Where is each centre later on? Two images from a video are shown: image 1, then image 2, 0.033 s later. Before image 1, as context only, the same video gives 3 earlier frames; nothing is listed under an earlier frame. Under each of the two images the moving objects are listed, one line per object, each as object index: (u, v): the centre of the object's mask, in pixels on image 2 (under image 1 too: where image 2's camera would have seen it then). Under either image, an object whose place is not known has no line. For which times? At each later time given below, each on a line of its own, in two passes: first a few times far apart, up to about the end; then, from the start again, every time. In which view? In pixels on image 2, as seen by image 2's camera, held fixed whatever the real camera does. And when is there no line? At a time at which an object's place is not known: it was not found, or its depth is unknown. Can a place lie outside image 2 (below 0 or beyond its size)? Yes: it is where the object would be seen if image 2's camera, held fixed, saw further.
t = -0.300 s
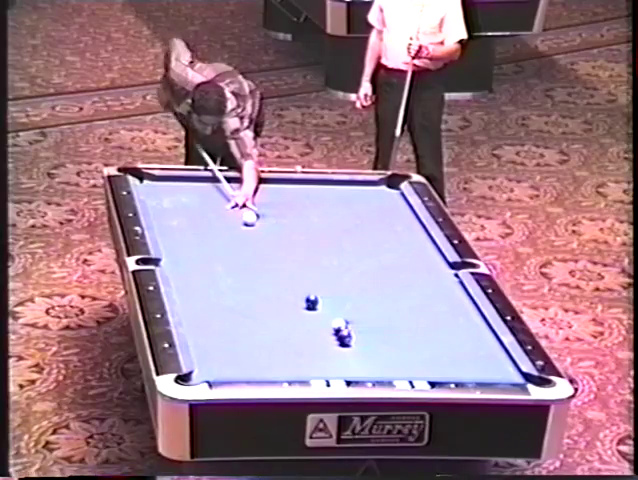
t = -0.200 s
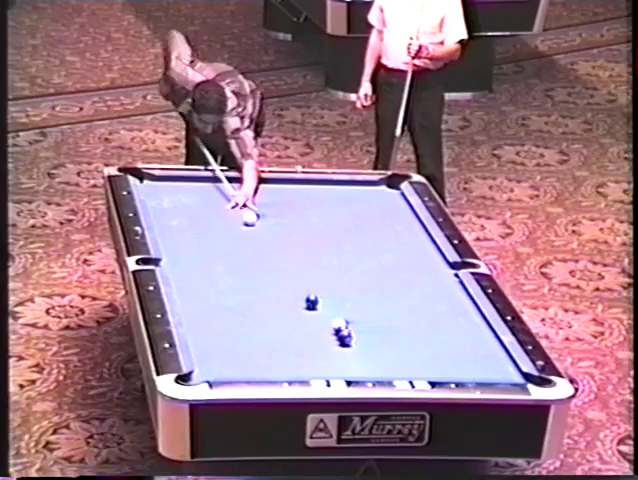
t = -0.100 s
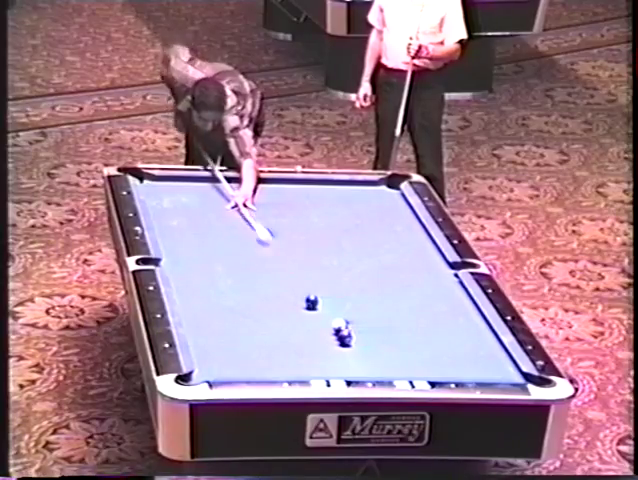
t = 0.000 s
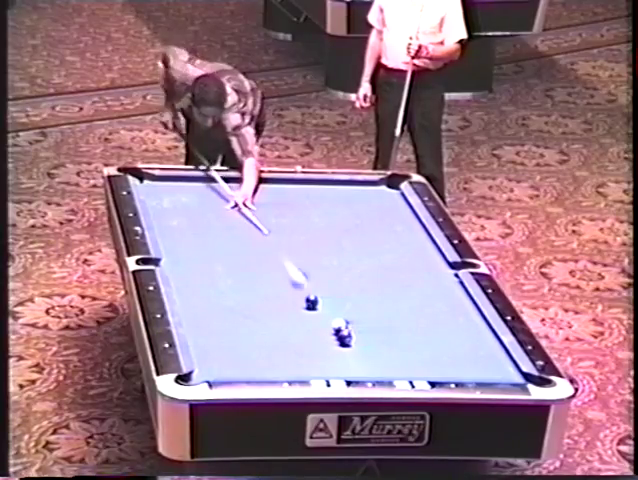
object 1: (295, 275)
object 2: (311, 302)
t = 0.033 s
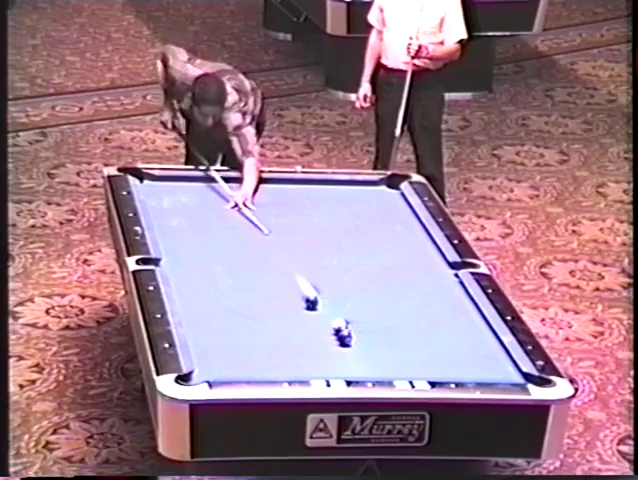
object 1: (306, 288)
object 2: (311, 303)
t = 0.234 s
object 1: (369, 299)
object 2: (306, 370)
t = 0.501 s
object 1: (429, 296)
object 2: (255, 301)
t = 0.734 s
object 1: (452, 288)
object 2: (219, 255)
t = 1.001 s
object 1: (418, 274)
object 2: (183, 209)
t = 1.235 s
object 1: (391, 263)
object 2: (159, 182)
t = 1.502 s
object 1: (363, 252)
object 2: (168, 208)
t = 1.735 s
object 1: (339, 242)
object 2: (174, 228)
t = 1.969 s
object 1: (317, 233)
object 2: (180, 247)
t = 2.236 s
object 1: (292, 223)
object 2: (186, 270)
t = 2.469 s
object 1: (272, 215)
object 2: (193, 291)
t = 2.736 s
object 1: (250, 206)
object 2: (200, 316)
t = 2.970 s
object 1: (232, 199)
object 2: (206, 339)
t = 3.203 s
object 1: (215, 191)
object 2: (213, 362)
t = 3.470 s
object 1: (196, 184)
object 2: (202, 375)
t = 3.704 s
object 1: (181, 179)
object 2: (212, 375)
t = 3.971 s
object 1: (165, 181)
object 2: (215, 374)
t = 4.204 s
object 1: (150, 183)
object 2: (214, 372)
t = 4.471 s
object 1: (151, 186)
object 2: (213, 371)
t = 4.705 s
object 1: (159, 190)
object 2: (212, 370)
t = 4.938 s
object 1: (168, 192)
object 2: (212, 369)
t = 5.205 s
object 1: (176, 195)
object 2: (212, 368)
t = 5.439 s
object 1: (182, 197)
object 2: (212, 367)
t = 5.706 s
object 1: (187, 199)
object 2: (213, 367)
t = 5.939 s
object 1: (191, 200)
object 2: (213, 368)
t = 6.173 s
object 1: (195, 201)
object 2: (213, 368)
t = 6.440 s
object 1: (198, 203)
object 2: (213, 368)
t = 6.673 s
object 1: (200, 203)
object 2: (213, 368)
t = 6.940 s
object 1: (201, 204)
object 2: (213, 368)
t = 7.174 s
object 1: (201, 204)
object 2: (213, 368)
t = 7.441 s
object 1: (201, 204)
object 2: (213, 367)
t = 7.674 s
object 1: (201, 204)
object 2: (213, 367)
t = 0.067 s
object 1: (316, 297)
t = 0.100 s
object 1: (329, 298)
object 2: (311, 325)
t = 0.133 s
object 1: (340, 298)
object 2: (311, 340)
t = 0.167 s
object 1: (350, 299)
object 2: (311, 355)
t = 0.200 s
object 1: (360, 299)
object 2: (311, 369)
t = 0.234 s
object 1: (369, 299)
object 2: (306, 370)
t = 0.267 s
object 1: (378, 299)
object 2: (298, 362)
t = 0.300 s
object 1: (386, 299)
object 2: (292, 352)
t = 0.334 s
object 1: (395, 299)
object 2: (285, 343)
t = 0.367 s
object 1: (403, 299)
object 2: (279, 334)
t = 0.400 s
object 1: (410, 298)
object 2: (272, 325)
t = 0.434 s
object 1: (417, 298)
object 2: (266, 317)
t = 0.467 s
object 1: (423, 297)
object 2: (261, 309)
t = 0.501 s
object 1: (429, 296)
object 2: (255, 301)
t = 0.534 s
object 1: (436, 295)
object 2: (250, 294)
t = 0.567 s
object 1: (442, 294)
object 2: (244, 287)
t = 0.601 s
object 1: (448, 294)
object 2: (239, 281)
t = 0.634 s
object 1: (454, 292)
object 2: (234, 274)
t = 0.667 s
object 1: (460, 291)
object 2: (229, 268)
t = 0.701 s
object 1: (458, 290)
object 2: (224, 261)
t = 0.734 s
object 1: (452, 288)
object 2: (219, 255)
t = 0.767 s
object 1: (447, 286)
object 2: (214, 249)
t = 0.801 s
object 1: (442, 284)
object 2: (209, 243)
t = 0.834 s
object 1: (438, 282)
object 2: (205, 237)
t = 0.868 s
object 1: (434, 281)
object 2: (200, 231)
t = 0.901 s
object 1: (429, 279)
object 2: (196, 225)
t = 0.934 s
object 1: (426, 278)
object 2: (192, 220)
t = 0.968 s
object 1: (422, 276)
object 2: (187, 214)
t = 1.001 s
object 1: (418, 274)
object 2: (183, 209)
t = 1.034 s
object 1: (414, 273)
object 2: (179, 203)
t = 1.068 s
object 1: (410, 271)
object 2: (174, 198)
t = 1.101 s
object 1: (406, 269)
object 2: (170, 193)
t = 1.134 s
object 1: (402, 268)
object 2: (166, 188)
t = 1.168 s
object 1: (398, 266)
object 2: (161, 182)
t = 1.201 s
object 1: (395, 265)
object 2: (158, 178)
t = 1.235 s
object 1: (391, 263)
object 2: (159, 182)
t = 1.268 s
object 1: (388, 262)
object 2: (161, 185)
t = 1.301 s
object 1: (384, 261)
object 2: (162, 189)
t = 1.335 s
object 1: (380, 259)
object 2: (163, 193)
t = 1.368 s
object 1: (377, 257)
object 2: (165, 197)
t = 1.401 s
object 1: (373, 256)
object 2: (166, 199)
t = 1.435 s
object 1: (370, 255)
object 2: (167, 202)
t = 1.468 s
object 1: (366, 253)
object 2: (167, 205)
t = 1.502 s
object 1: (363, 252)
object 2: (168, 208)
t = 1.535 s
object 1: (359, 250)
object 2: (169, 211)
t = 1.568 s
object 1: (356, 248)
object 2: (170, 213)
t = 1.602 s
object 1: (352, 247)
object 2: (171, 216)
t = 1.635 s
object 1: (349, 246)
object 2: (171, 219)
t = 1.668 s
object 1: (346, 244)
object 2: (172, 222)
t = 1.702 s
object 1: (342, 243)
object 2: (173, 224)
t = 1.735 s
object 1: (339, 242)
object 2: (174, 228)
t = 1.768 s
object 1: (336, 241)
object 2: (175, 230)
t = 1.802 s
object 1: (332, 239)
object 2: (176, 233)
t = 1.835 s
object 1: (329, 238)
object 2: (176, 236)
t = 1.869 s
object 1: (326, 236)
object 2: (177, 239)
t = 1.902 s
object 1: (323, 235)
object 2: (178, 241)
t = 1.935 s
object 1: (319, 234)
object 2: (179, 244)
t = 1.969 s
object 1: (317, 233)
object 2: (180, 247)
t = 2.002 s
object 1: (314, 231)
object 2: (181, 250)
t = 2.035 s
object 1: (311, 230)
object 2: (181, 253)
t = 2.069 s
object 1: (307, 229)
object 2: (182, 256)
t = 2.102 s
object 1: (304, 227)
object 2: (183, 258)
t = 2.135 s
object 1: (301, 226)
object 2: (183, 261)
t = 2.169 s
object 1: (298, 225)
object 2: (185, 264)
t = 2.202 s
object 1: (295, 224)
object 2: (186, 267)
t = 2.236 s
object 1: (292, 223)
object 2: (186, 270)
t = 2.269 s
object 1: (289, 222)
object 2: (187, 274)
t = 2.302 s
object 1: (287, 220)
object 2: (188, 276)
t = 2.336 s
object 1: (283, 219)
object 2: (189, 279)
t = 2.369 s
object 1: (280, 218)
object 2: (190, 282)
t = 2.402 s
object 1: (278, 217)
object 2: (191, 286)
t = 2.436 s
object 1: (275, 216)
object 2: (192, 288)
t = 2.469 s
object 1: (272, 215)
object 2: (193, 291)
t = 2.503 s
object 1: (269, 214)
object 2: (194, 295)
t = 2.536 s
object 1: (267, 212)
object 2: (195, 297)
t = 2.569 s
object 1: (263, 211)
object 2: (196, 301)
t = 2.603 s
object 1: (261, 210)
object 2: (196, 304)
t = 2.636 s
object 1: (258, 209)
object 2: (197, 307)
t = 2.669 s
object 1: (256, 208)
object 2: (198, 310)
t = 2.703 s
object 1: (252, 207)
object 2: (199, 313)
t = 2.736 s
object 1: (250, 206)
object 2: (200, 316)
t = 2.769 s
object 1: (247, 205)
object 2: (201, 320)
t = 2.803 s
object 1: (245, 204)
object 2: (202, 323)
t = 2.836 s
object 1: (243, 203)
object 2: (202, 326)
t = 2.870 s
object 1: (240, 202)
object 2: (204, 329)
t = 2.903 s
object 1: (237, 201)
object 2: (205, 333)
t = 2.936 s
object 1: (234, 200)
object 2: (206, 336)
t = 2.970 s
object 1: (232, 199)
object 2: (206, 339)
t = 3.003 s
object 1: (229, 198)
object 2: (208, 342)
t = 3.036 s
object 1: (227, 197)
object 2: (208, 345)
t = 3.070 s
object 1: (225, 195)
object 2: (210, 349)
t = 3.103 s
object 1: (222, 195)
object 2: (210, 352)
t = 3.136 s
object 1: (219, 194)
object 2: (212, 355)
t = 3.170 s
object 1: (217, 192)
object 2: (212, 359)
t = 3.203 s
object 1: (215, 191)
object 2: (213, 362)
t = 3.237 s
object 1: (213, 191)
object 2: (214, 366)
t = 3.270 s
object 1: (210, 190)
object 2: (215, 369)
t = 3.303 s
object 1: (208, 189)
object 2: (216, 371)
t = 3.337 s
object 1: (206, 188)
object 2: (217, 373)
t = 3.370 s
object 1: (204, 187)
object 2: (217, 374)
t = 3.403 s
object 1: (201, 186)
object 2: (211, 375)
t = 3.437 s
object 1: (199, 185)
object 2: (207, 375)
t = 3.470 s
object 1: (196, 184)
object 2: (202, 375)
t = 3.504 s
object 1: (194, 184)
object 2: (199, 375)
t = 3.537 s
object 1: (192, 183)
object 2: (202, 375)
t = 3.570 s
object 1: (190, 182)
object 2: (204, 375)
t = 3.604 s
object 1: (188, 181)
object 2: (207, 375)
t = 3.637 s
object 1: (185, 180)
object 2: (209, 375)
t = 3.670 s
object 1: (183, 179)
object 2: (210, 375)
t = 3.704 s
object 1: (181, 179)
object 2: (212, 375)
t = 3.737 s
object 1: (179, 178)
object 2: (214, 375)
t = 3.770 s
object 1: (177, 178)
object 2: (215, 375)
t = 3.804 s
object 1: (175, 179)
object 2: (216, 375)
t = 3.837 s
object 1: (173, 179)
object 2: (216, 375)
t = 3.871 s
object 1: (171, 180)
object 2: (216, 374)
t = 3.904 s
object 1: (169, 180)
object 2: (216, 374)
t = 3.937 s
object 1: (166, 181)
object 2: (216, 374)
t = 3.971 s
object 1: (165, 181)
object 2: (215, 374)
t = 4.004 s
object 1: (162, 182)
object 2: (215, 373)
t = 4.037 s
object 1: (160, 182)
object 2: (215, 373)
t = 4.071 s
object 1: (158, 182)
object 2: (215, 373)
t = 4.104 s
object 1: (156, 183)
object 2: (215, 373)
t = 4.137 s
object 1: (154, 183)
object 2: (214, 373)
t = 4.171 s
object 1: (152, 183)
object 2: (214, 373)
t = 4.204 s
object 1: (150, 183)
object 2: (214, 372)
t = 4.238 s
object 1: (149, 184)
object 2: (214, 372)
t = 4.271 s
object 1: (147, 184)
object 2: (214, 372)
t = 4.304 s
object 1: (146, 185)
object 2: (213, 372)
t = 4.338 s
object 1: (147, 185)
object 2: (213, 372)
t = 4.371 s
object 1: (148, 185)
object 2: (213, 372)
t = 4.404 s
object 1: (149, 186)
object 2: (213, 371)
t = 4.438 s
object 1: (150, 186)
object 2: (213, 371)
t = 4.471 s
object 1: (151, 186)
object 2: (213, 371)
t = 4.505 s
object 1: (152, 187)
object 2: (212, 371)
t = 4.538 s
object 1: (153, 187)
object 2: (212, 371)
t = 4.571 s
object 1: (154, 188)
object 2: (212, 371)
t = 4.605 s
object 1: (156, 189)
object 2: (212, 371)
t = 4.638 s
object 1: (157, 189)
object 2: (213, 370)
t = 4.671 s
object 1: (158, 189)
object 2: (212, 370)
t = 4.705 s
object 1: (159, 190)
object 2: (212, 370)
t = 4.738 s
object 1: (161, 190)
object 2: (212, 370)
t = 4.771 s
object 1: (162, 190)
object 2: (213, 370)
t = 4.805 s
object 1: (163, 190)
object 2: (213, 369)
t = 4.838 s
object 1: (164, 191)
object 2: (213, 369)
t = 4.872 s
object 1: (165, 192)
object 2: (212, 369)
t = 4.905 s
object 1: (166, 192)
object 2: (212, 369)
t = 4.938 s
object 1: (168, 192)
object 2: (212, 369)
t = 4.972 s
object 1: (169, 192)
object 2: (213, 368)
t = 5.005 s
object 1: (170, 193)
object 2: (212, 368)
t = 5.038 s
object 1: (171, 193)
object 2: (212, 368)
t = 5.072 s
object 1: (172, 193)
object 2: (212, 368)
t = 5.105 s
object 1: (173, 193)
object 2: (212, 368)
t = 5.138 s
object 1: (174, 194)
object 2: (212, 367)
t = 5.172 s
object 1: (175, 195)
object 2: (212, 367)
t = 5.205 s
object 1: (176, 195)
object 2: (212, 368)
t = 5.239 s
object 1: (177, 195)
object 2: (212, 367)
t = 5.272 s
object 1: (178, 196)
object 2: (212, 367)
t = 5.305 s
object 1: (179, 196)
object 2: (213, 367)
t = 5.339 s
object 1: (179, 196)
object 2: (212, 367)
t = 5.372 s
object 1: (180, 196)
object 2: (212, 367)
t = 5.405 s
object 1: (181, 197)
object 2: (212, 367)
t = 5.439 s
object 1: (182, 197)
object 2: (212, 367)
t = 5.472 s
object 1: (183, 197)
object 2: (212, 367)
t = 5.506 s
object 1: (183, 197)
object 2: (212, 367)
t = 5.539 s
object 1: (183, 198)
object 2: (212, 367)
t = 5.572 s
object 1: (184, 198)
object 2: (212, 367)
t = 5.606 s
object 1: (185, 198)
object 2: (213, 368)
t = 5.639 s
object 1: (186, 198)
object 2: (212, 368)
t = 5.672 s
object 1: (187, 199)
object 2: (213, 368)
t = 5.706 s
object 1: (187, 199)
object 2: (213, 367)
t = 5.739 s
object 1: (188, 199)
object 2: (213, 368)
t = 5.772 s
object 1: (189, 199)
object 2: (213, 368)
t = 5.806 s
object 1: (189, 199)
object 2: (213, 368)
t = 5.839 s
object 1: (190, 200)
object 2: (213, 367)
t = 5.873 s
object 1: (190, 200)
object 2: (213, 367)
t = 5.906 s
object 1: (191, 200)
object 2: (213, 367)
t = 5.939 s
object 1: (191, 200)
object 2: (213, 368)
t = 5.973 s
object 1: (192, 200)
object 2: (213, 368)
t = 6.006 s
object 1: (193, 201)
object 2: (213, 368)
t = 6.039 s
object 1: (193, 201)
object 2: (213, 367)
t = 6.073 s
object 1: (193, 201)
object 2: (213, 367)
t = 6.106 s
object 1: (194, 201)
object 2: (213, 368)
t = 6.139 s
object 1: (194, 201)
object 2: (213, 368)
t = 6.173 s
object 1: (195, 201)
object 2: (213, 368)
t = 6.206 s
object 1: (195, 202)
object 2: (213, 367)
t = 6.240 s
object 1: (195, 202)
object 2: (213, 368)
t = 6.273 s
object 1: (196, 202)
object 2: (213, 368)
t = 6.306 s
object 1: (197, 202)
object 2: (213, 368)
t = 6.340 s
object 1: (197, 202)
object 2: (213, 367)
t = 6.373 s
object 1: (198, 202)
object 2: (213, 367)
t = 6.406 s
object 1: (198, 203)
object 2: (213, 367)
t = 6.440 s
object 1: (198, 203)
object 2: (213, 368)
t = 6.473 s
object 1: (198, 203)
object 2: (213, 368)
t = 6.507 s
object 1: (198, 203)
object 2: (213, 368)
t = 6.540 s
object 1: (198, 203)
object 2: (213, 367)
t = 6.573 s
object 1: (199, 203)
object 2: (213, 368)
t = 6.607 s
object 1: (199, 203)
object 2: (213, 367)
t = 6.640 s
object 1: (199, 204)
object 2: (213, 367)
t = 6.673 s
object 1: (200, 203)
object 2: (213, 368)
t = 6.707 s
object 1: (200, 203)
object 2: (213, 368)
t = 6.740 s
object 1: (200, 204)
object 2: (213, 368)
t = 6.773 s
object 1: (201, 204)
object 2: (213, 367)
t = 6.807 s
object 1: (200, 204)
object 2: (213, 367)
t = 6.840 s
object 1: (201, 204)
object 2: (213, 368)
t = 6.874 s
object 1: (201, 204)
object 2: (213, 368)
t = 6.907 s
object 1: (201, 204)
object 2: (213, 368)
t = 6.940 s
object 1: (201, 204)
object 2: (213, 368)
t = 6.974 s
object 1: (201, 204)
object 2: (213, 368)
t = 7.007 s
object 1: (201, 204)
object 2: (213, 367)
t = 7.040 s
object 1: (201, 204)
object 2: (213, 367)
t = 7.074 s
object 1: (201, 204)
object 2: (213, 367)
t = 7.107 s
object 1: (201, 204)
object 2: (213, 368)
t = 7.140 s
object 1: (201, 204)
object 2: (213, 368)
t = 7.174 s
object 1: (201, 204)
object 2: (213, 368)
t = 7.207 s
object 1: (201, 204)
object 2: (213, 367)
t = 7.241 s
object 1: (201, 204)
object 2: (213, 367)
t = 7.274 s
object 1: (201, 204)
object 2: (213, 367)
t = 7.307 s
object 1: (201, 204)
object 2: (213, 368)
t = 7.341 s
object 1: (201, 204)
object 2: (213, 368)
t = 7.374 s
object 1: (201, 204)
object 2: (213, 367)
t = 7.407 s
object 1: (201, 204)
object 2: (213, 367)
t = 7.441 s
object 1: (201, 204)
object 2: (213, 367)
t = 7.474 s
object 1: (201, 204)
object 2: (213, 368)
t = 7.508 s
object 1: (201, 204)
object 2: (213, 367)
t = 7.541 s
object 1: (201, 204)
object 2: (213, 368)
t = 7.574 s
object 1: (201, 204)
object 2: (213, 367)
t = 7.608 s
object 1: (201, 204)
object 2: (213, 368)
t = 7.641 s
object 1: (201, 204)
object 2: (213, 368)
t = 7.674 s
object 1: (201, 204)
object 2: (213, 367)
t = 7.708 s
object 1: (201, 204)
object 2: (213, 367)
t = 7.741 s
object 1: (201, 204)
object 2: (213, 367)
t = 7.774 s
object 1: (201, 204)
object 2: (213, 367)
